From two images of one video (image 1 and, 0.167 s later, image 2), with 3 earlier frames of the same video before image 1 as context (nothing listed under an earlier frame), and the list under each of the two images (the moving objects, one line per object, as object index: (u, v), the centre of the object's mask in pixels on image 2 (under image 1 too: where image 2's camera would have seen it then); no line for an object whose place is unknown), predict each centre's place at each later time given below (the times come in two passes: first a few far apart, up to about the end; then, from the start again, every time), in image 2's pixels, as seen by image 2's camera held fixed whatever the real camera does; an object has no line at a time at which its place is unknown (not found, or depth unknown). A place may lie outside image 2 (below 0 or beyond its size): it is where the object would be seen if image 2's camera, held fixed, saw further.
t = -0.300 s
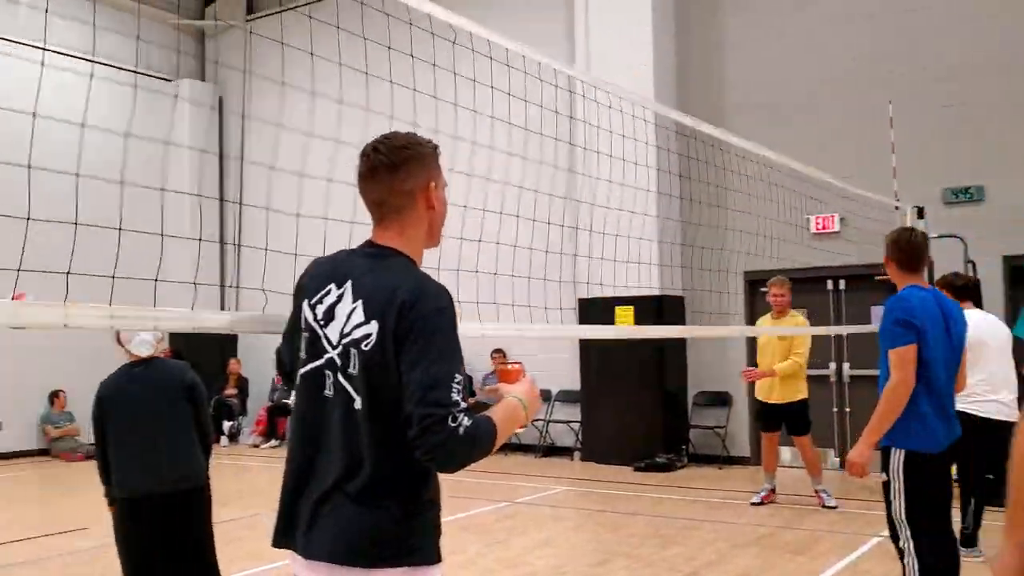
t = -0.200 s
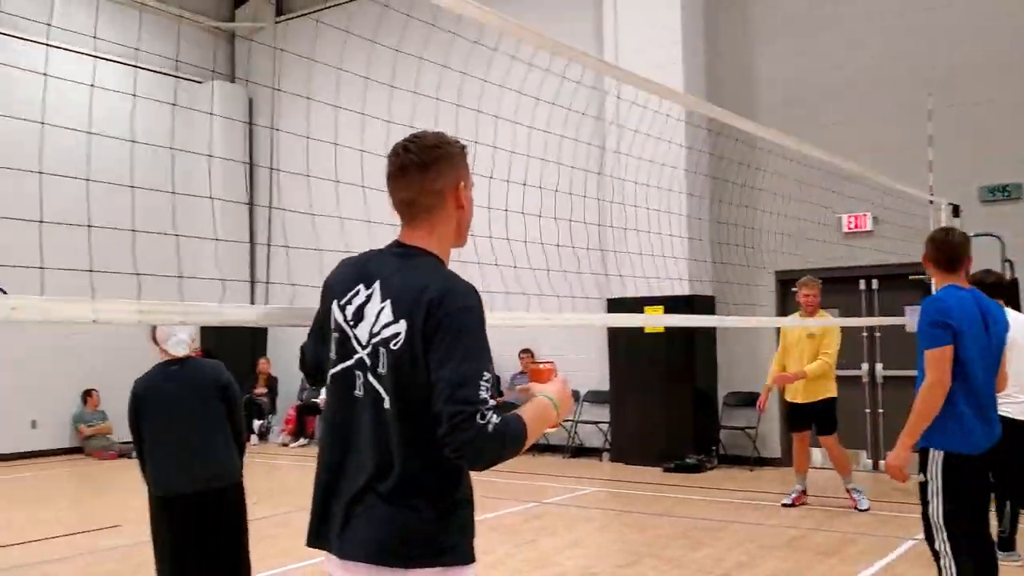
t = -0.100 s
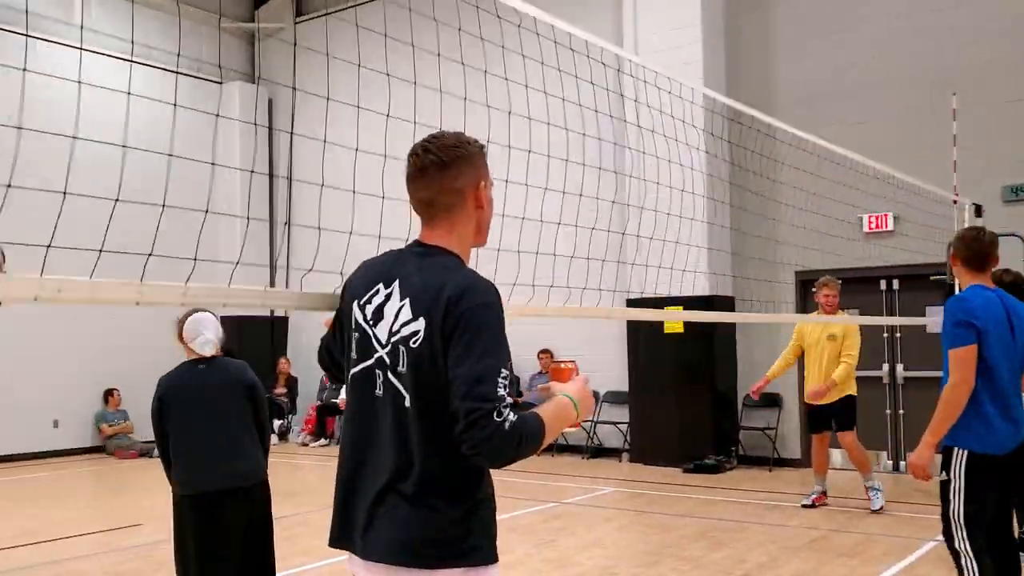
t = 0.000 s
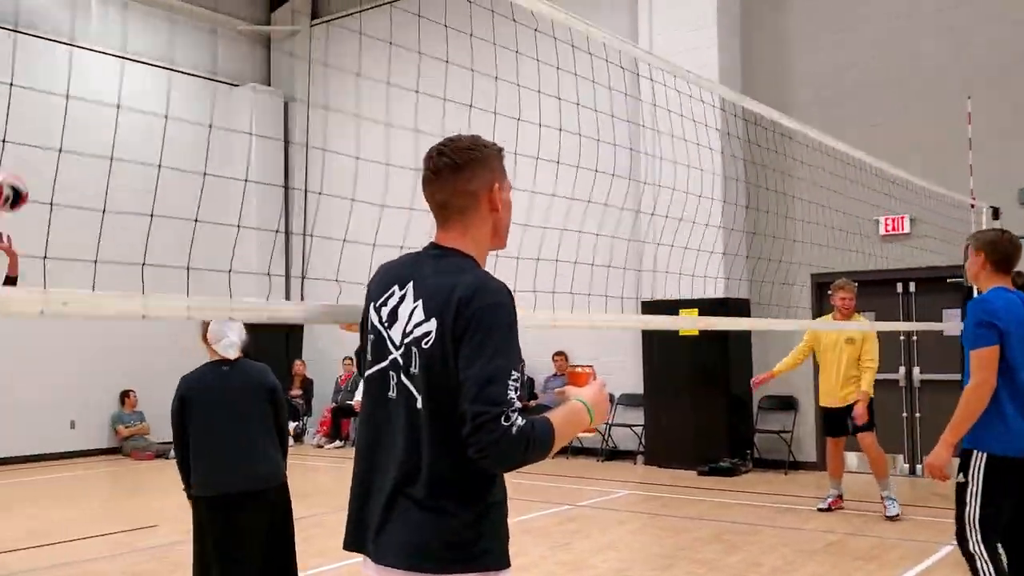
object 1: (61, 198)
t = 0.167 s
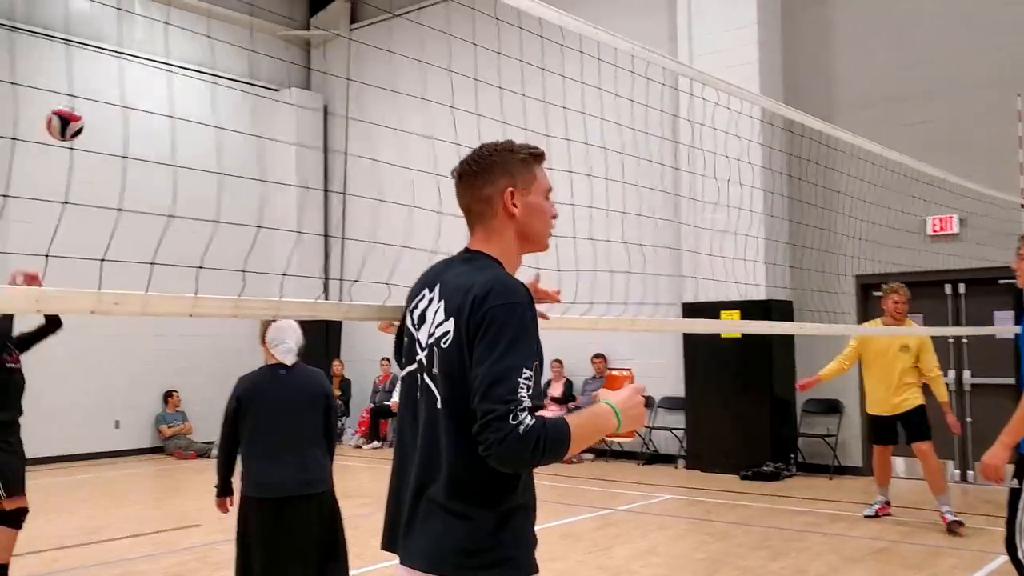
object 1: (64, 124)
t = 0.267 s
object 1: (68, 101)
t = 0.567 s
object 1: (73, 125)
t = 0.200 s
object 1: (66, 115)
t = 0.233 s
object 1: (67, 107)
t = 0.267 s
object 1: (68, 101)
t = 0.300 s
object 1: (68, 97)
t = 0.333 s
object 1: (70, 95)
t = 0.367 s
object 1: (71, 93)
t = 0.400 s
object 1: (71, 94)
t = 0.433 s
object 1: (71, 96)
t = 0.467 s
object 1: (71, 101)
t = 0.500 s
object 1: (72, 106)
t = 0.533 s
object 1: (73, 115)
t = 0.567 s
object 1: (73, 125)
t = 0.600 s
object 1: (75, 137)
